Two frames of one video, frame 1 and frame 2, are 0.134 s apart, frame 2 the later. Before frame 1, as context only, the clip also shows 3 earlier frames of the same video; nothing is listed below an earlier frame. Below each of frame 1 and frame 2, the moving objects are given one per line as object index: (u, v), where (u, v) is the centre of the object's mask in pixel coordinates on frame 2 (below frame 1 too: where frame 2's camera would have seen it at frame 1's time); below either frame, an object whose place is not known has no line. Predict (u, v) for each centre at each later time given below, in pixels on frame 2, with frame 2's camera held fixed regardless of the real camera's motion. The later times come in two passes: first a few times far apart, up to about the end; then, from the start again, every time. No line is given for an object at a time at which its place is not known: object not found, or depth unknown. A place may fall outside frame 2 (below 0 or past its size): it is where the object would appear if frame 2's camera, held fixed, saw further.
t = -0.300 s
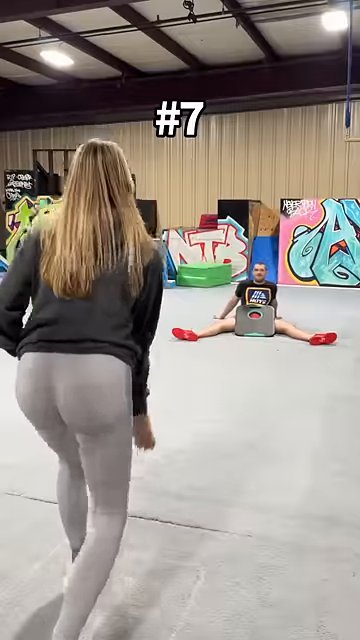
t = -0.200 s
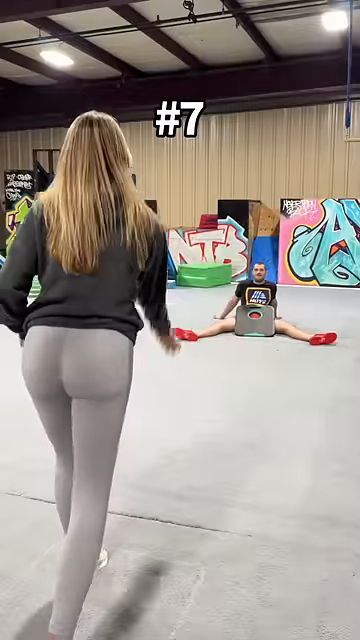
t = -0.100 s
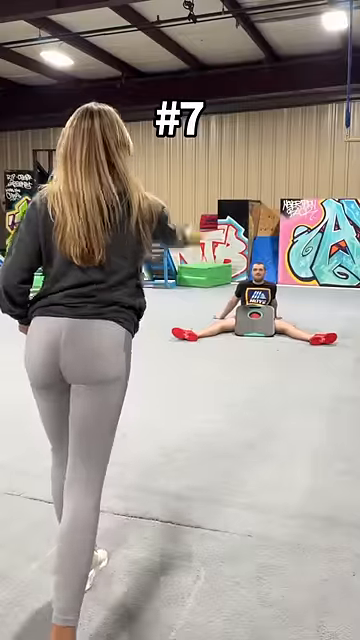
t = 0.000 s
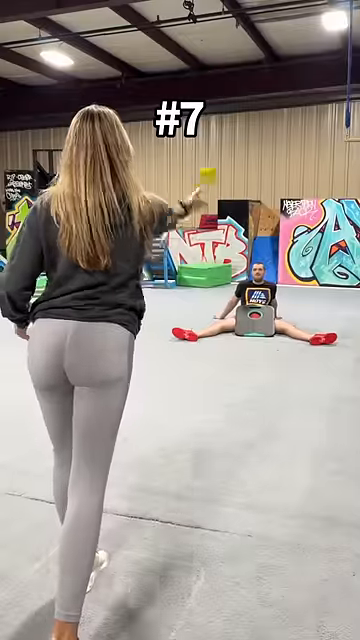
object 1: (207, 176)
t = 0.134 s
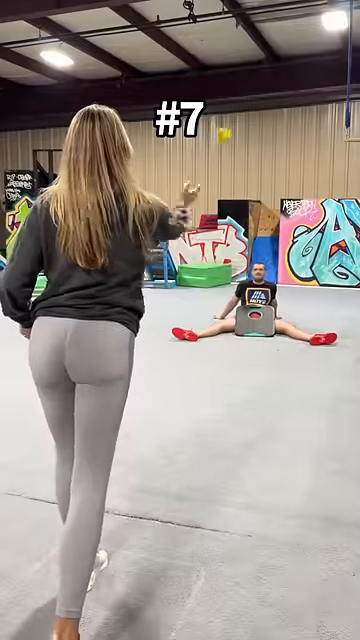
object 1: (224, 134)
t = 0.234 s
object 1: (230, 127)
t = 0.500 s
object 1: (243, 170)
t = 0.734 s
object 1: (248, 248)
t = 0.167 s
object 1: (225, 129)
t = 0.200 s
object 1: (229, 126)
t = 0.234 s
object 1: (230, 127)
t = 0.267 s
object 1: (233, 129)
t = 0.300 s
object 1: (235, 132)
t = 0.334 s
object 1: (236, 135)
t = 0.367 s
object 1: (238, 141)
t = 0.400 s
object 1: (240, 146)
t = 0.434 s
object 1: (241, 154)
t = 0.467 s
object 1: (242, 161)
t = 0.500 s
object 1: (243, 170)
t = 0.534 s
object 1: (245, 180)
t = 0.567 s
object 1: (244, 191)
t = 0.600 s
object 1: (246, 201)
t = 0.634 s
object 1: (246, 213)
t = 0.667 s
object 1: (247, 225)
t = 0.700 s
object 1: (248, 236)
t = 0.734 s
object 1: (248, 248)
